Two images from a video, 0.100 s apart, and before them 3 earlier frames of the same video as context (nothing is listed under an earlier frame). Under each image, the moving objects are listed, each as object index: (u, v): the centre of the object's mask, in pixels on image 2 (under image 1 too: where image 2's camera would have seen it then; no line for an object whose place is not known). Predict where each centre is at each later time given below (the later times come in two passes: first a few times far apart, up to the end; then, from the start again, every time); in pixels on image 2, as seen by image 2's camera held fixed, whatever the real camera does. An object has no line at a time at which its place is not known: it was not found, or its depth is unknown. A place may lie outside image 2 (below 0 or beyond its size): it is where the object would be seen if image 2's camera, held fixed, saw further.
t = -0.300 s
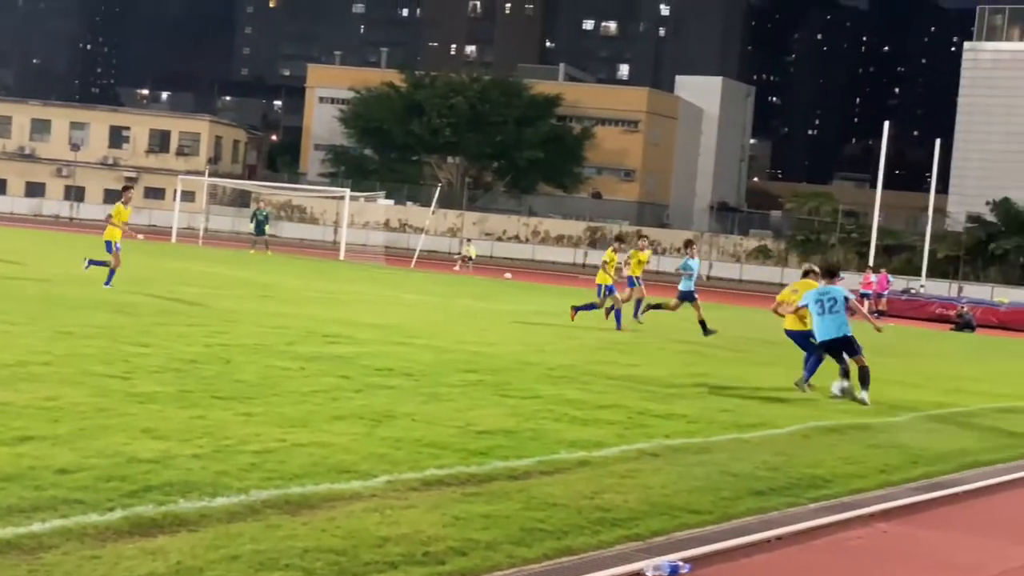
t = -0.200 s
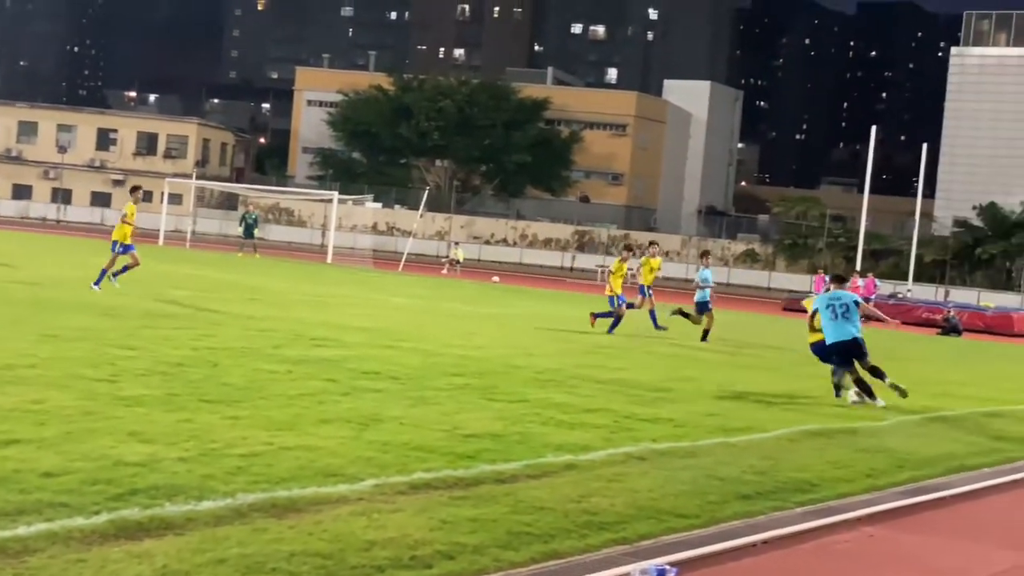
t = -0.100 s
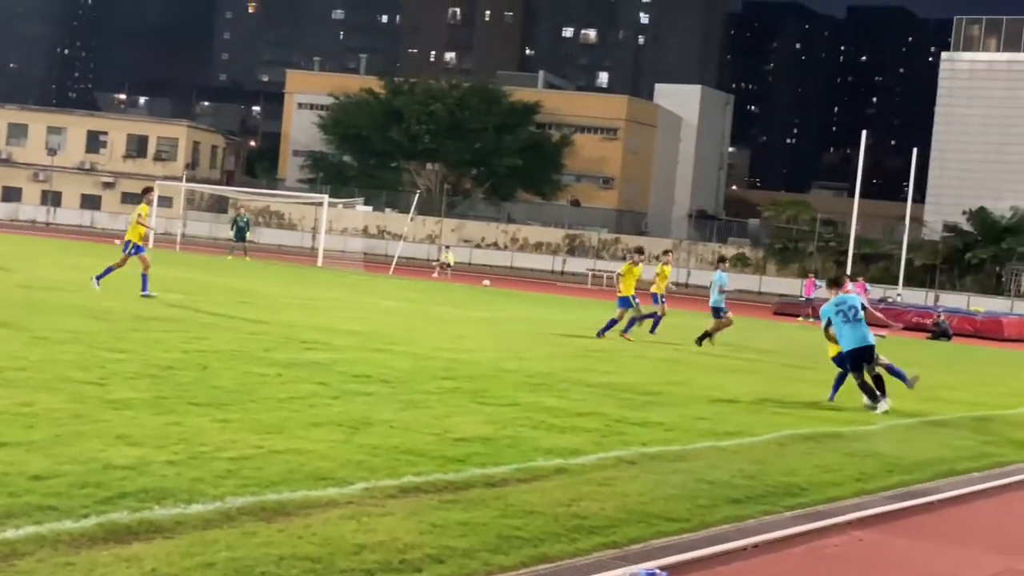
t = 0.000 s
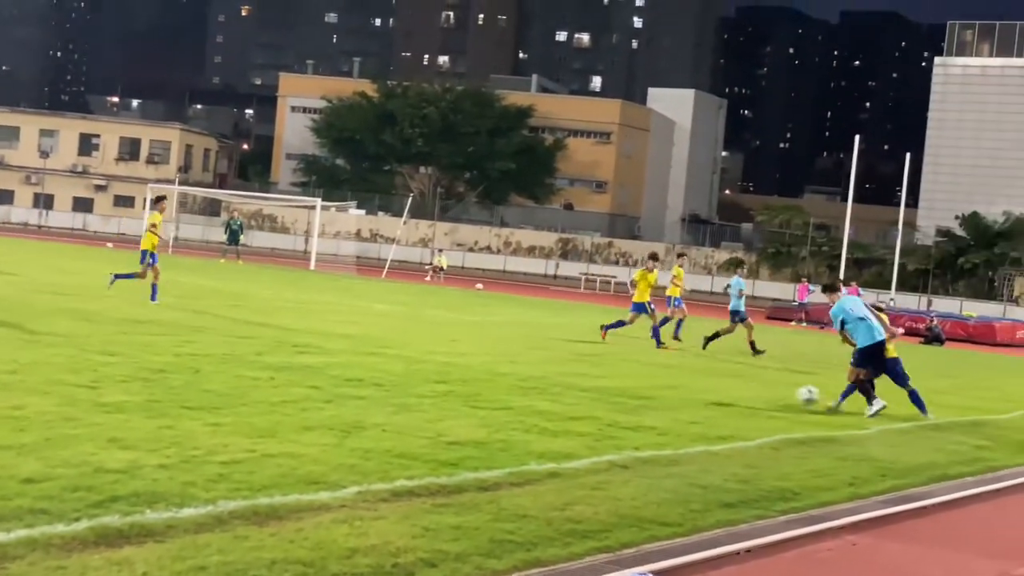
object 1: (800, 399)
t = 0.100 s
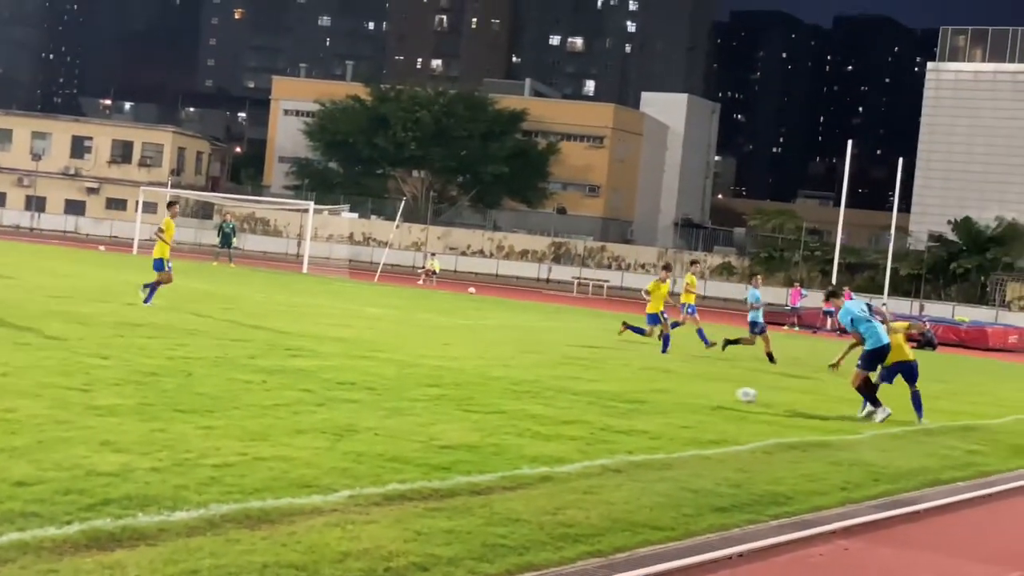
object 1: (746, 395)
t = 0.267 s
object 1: (678, 385)
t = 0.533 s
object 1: (602, 373)
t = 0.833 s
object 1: (547, 363)
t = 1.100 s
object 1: (508, 356)
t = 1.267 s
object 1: (488, 354)
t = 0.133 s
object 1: (732, 392)
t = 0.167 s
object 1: (718, 390)
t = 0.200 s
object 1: (704, 388)
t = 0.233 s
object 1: (691, 386)
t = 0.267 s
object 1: (678, 385)
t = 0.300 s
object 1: (666, 383)
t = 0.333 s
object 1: (656, 381)
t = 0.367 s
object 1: (646, 378)
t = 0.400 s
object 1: (637, 377)
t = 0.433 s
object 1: (628, 376)
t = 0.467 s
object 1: (618, 376)
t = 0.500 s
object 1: (610, 374)
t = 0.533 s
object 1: (602, 373)
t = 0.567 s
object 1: (596, 370)
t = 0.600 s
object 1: (589, 369)
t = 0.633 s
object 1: (583, 368)
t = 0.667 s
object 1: (577, 367)
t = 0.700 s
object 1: (571, 367)
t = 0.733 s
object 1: (565, 366)
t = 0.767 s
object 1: (559, 365)
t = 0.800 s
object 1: (553, 364)
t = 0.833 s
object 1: (547, 363)
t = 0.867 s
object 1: (542, 362)
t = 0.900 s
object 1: (537, 362)
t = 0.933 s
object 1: (533, 361)
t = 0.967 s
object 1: (527, 360)
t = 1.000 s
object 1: (523, 359)
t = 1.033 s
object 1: (518, 358)
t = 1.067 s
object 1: (513, 358)
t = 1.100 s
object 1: (508, 356)
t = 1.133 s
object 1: (504, 356)
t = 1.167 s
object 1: (500, 356)
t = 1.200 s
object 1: (496, 355)
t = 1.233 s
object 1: (493, 355)
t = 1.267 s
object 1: (488, 354)
